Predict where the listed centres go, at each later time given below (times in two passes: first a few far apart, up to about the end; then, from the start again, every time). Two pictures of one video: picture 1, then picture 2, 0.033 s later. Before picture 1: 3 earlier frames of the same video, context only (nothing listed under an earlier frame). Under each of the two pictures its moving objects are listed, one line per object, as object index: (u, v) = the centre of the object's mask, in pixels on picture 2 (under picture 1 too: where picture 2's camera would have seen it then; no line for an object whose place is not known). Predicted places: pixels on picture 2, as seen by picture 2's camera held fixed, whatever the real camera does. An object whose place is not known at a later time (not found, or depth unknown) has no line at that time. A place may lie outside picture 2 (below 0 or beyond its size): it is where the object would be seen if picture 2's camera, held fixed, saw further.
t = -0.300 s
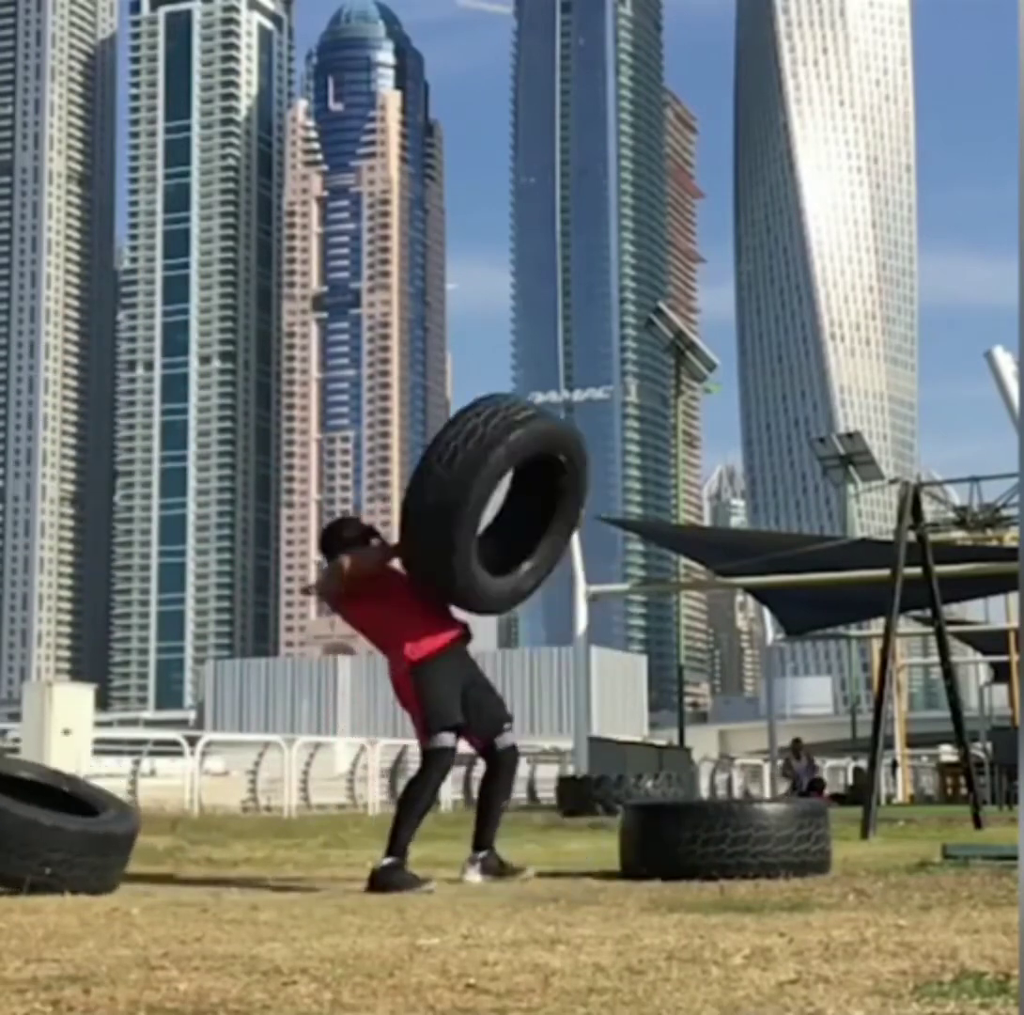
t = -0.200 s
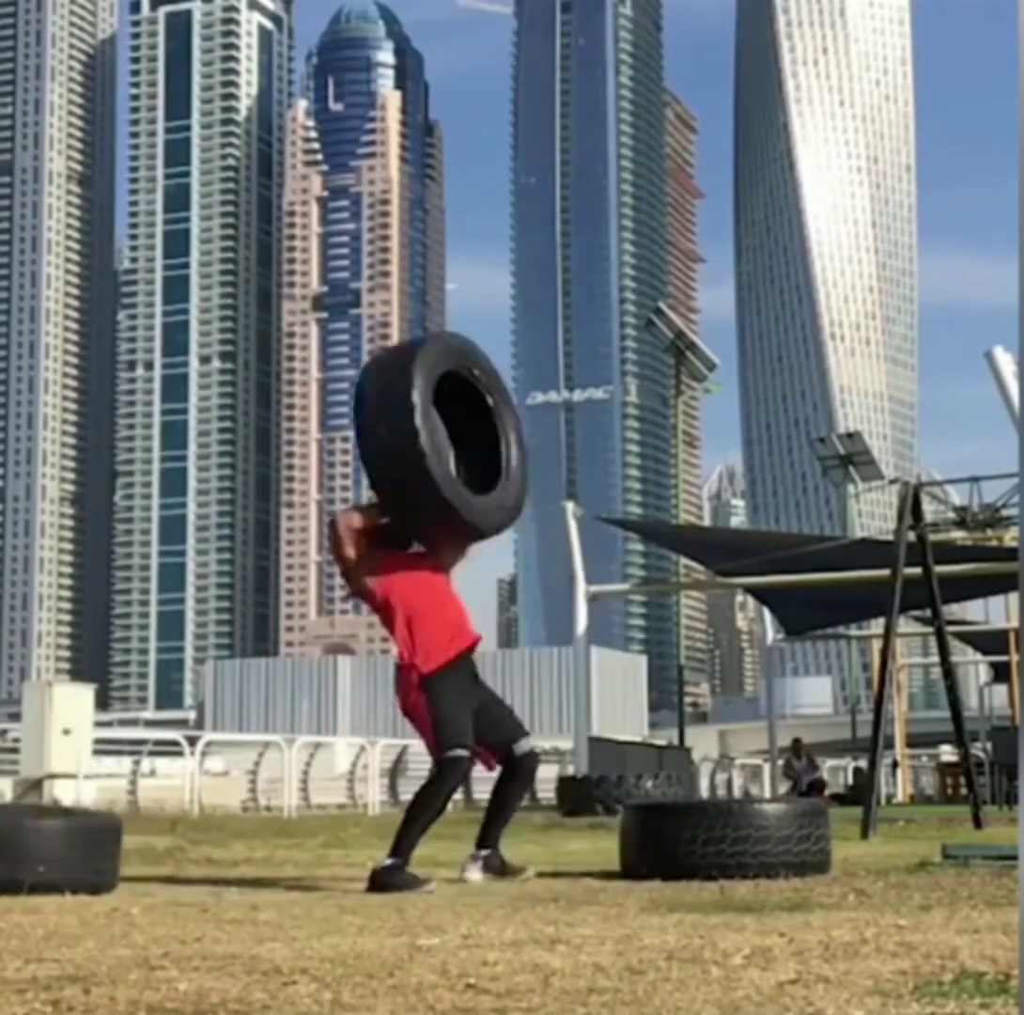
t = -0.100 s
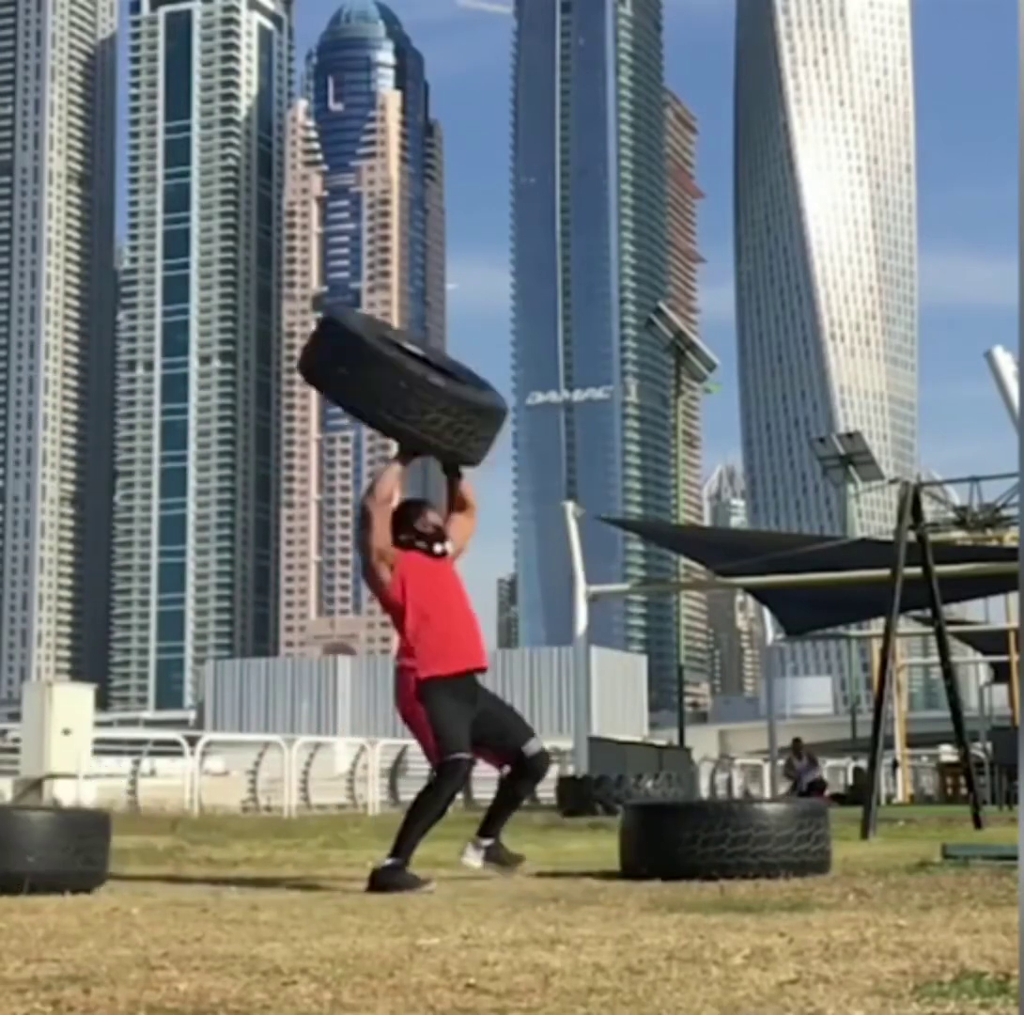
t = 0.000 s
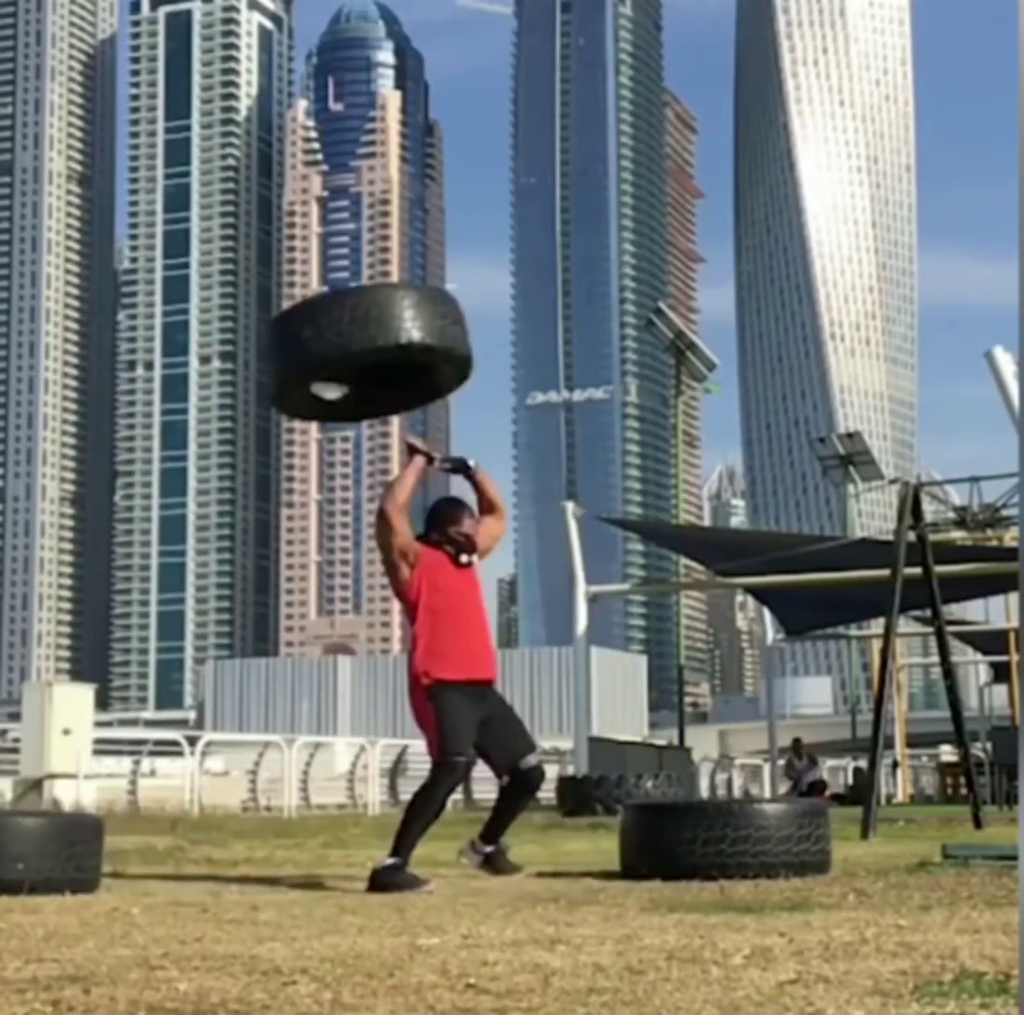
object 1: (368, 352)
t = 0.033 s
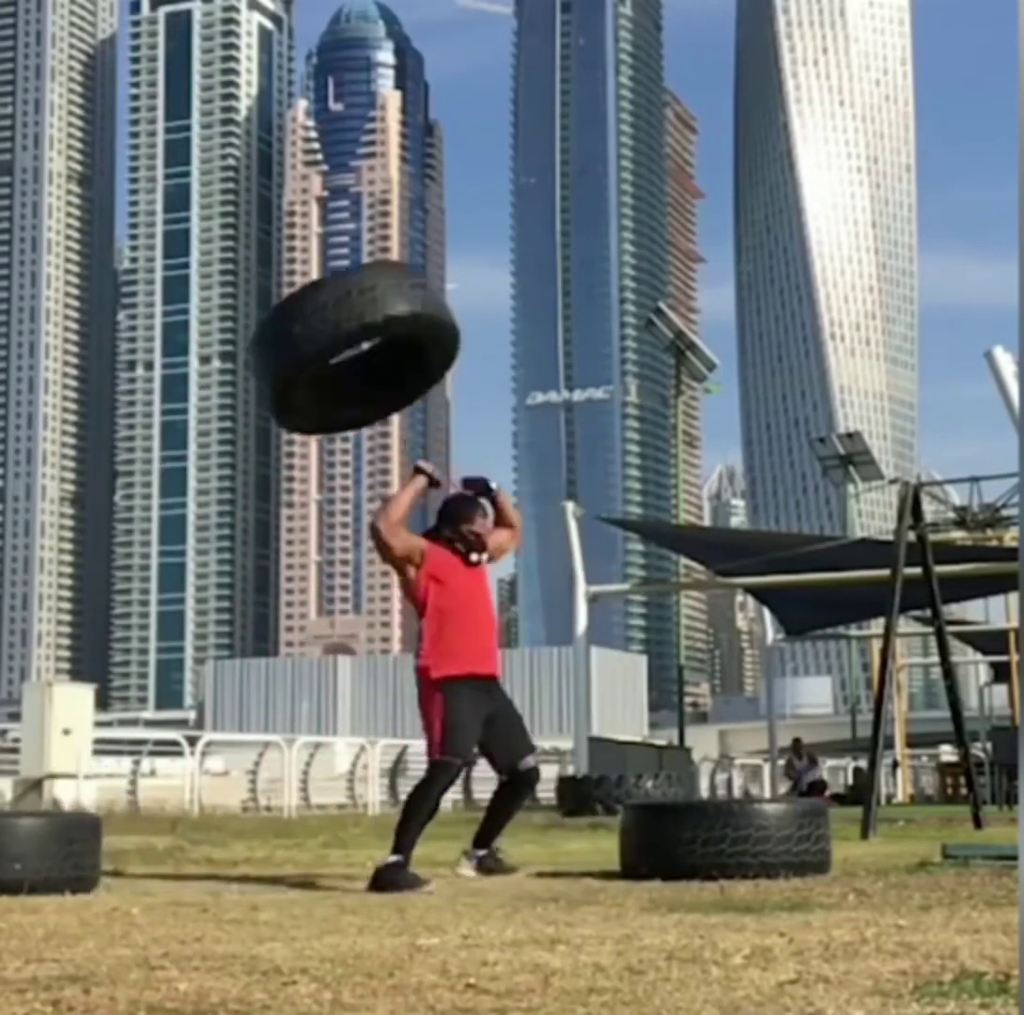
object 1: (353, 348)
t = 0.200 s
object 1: (293, 365)
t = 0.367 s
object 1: (240, 436)
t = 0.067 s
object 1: (341, 346)
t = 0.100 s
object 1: (329, 347)
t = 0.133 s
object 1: (317, 350)
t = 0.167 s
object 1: (305, 356)
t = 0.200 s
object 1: (293, 365)
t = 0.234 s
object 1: (282, 375)
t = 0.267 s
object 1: (272, 388)
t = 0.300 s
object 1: (261, 402)
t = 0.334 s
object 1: (250, 417)
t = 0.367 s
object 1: (240, 436)
